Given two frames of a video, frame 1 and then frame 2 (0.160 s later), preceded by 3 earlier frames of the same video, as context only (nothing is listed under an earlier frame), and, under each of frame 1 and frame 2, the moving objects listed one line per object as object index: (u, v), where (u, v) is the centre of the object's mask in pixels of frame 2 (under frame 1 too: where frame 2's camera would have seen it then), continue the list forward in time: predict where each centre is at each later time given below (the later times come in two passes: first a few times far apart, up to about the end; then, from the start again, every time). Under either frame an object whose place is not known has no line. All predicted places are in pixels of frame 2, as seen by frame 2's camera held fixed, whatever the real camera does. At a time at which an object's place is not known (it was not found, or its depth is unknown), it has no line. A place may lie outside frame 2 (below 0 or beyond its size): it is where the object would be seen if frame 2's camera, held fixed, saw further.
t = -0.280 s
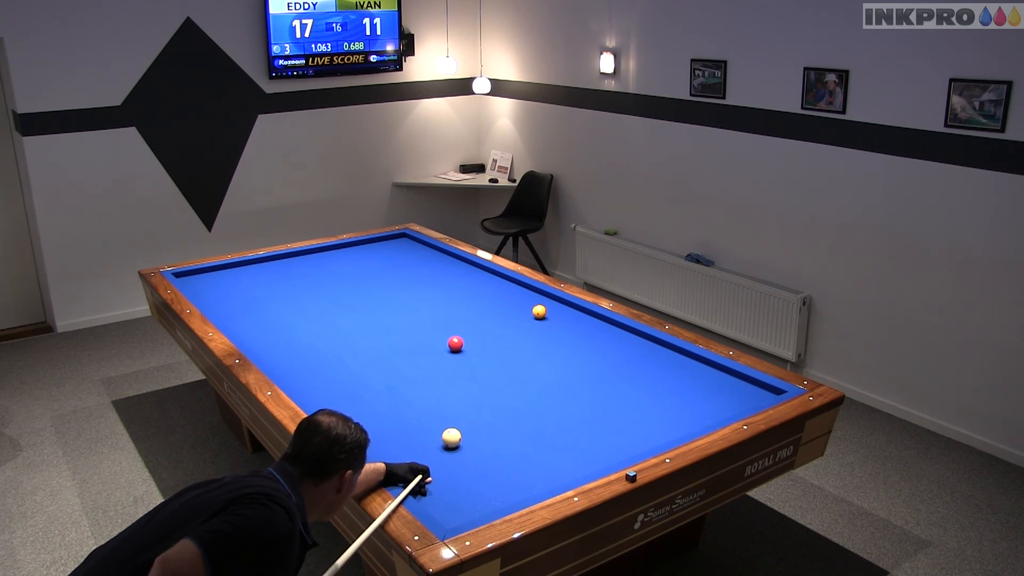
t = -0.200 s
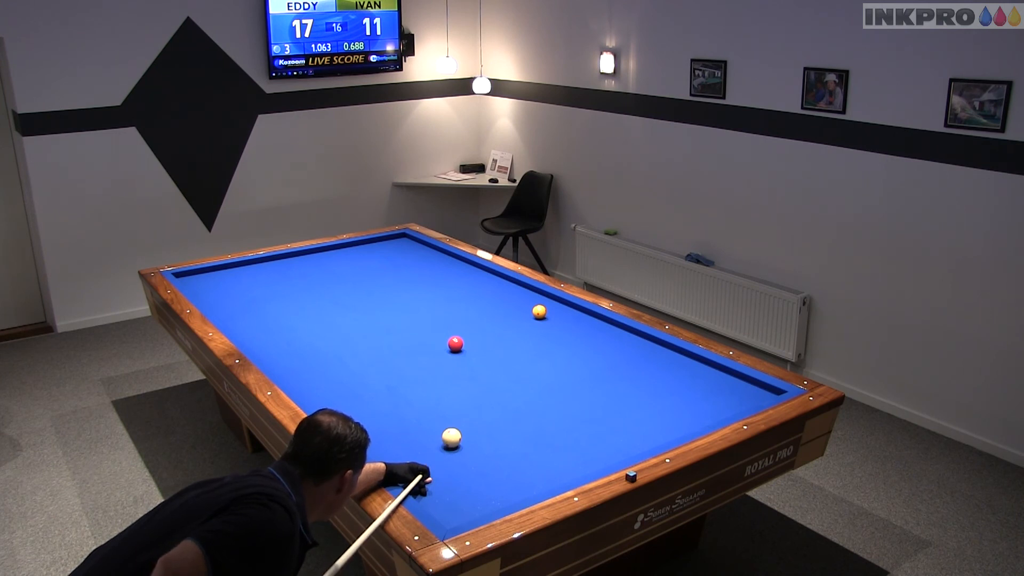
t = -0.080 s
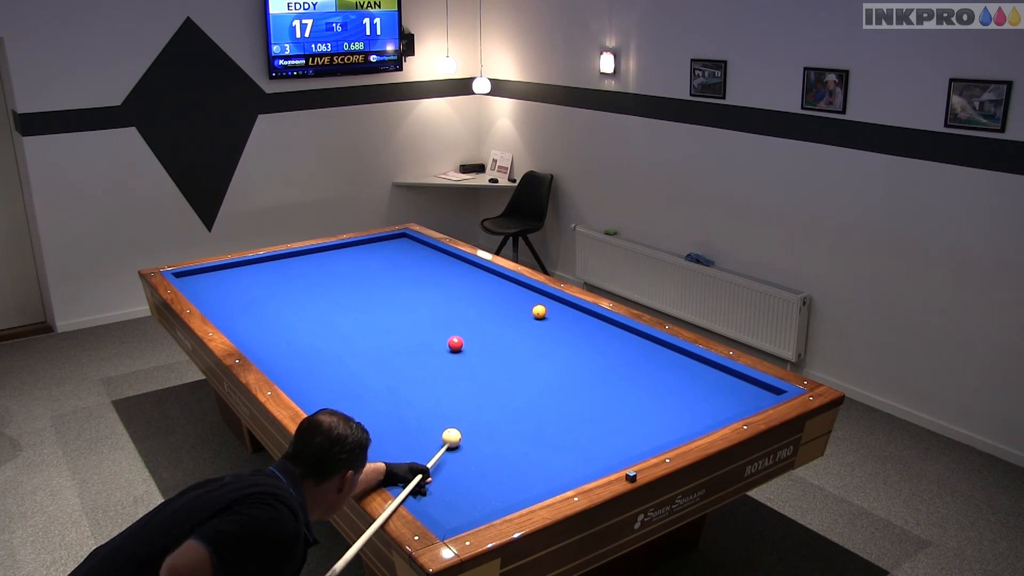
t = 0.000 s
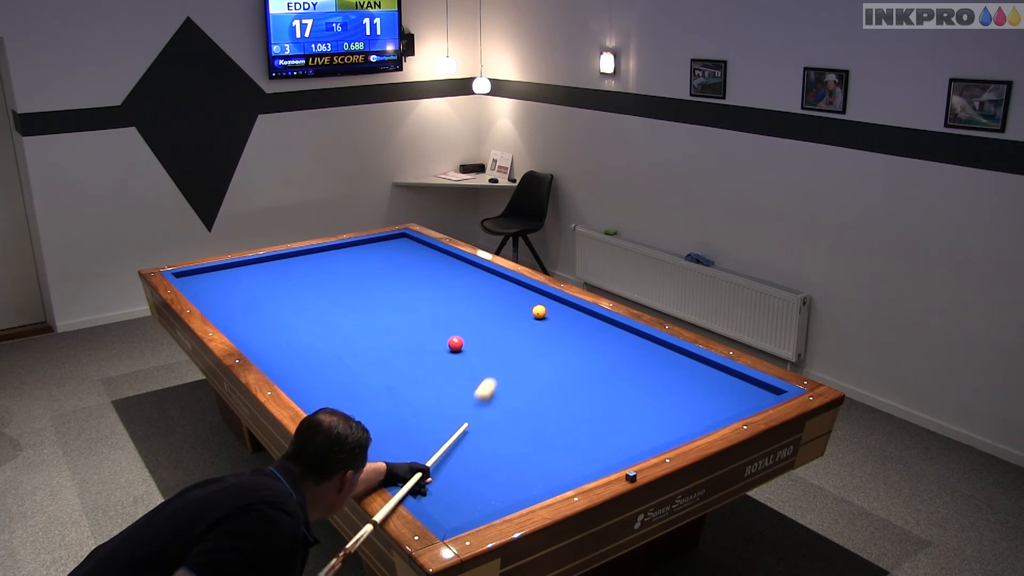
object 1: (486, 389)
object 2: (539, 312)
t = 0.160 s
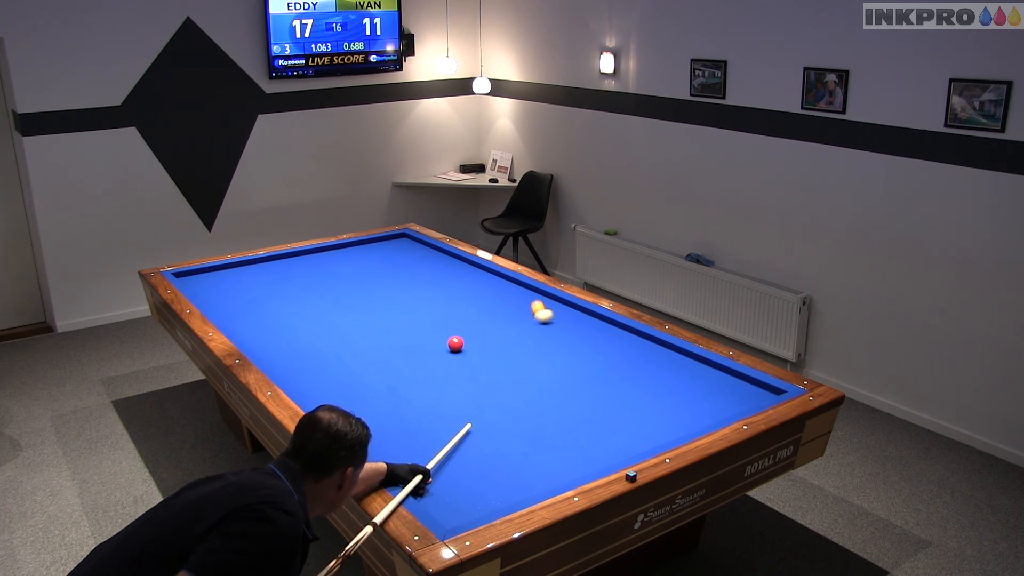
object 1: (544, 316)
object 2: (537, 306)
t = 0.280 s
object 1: (590, 313)
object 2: (495, 283)
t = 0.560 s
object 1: (577, 348)
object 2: (339, 264)
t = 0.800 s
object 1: (570, 379)
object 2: (259, 268)
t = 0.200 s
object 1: (560, 314)
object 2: (533, 295)
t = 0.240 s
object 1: (577, 314)
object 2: (522, 286)
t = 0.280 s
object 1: (590, 313)
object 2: (495, 283)
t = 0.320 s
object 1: (588, 318)
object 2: (469, 280)
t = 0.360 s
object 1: (585, 323)
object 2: (445, 277)
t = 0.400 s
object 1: (583, 329)
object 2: (422, 274)
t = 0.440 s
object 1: (581, 333)
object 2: (399, 271)
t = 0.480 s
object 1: (579, 339)
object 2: (378, 269)
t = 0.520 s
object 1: (578, 343)
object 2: (358, 267)
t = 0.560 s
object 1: (577, 348)
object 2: (339, 264)
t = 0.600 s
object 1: (575, 353)
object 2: (320, 262)
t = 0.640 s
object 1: (575, 358)
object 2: (303, 260)
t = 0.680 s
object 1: (573, 363)
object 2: (286, 258)
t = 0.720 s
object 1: (572, 368)
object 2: (272, 257)
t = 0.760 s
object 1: (571, 373)
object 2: (266, 262)
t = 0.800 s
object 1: (570, 379)
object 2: (259, 268)
